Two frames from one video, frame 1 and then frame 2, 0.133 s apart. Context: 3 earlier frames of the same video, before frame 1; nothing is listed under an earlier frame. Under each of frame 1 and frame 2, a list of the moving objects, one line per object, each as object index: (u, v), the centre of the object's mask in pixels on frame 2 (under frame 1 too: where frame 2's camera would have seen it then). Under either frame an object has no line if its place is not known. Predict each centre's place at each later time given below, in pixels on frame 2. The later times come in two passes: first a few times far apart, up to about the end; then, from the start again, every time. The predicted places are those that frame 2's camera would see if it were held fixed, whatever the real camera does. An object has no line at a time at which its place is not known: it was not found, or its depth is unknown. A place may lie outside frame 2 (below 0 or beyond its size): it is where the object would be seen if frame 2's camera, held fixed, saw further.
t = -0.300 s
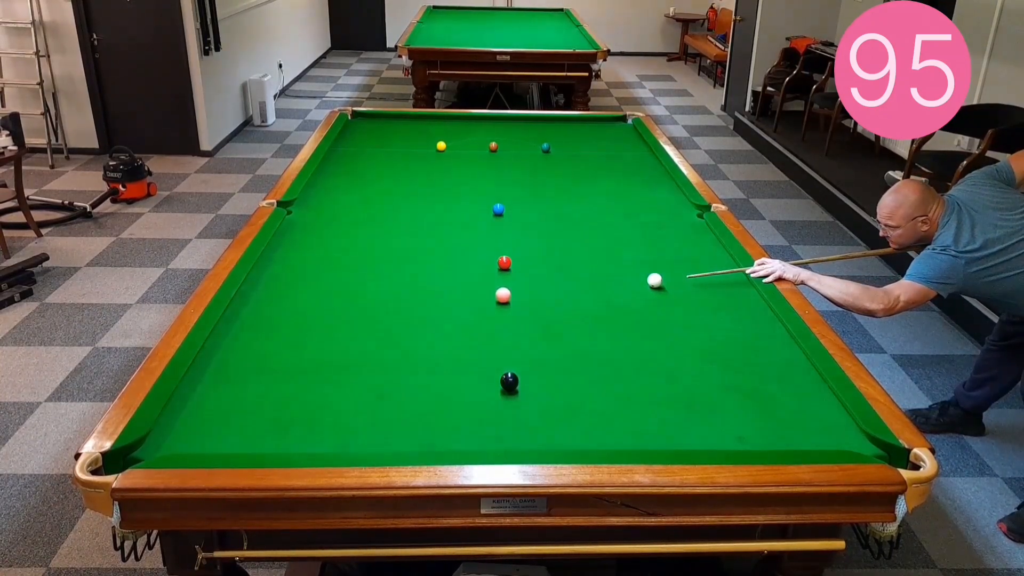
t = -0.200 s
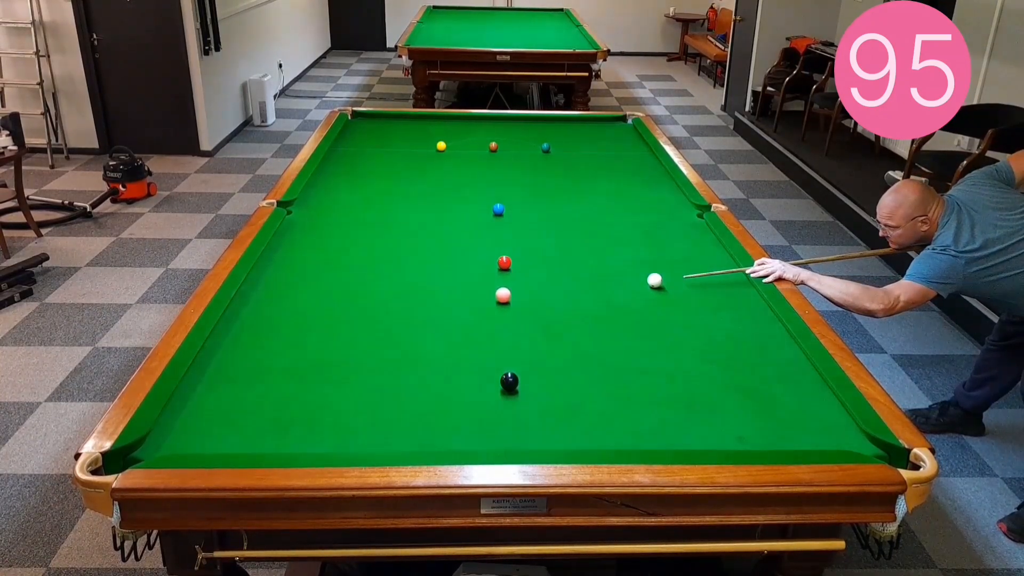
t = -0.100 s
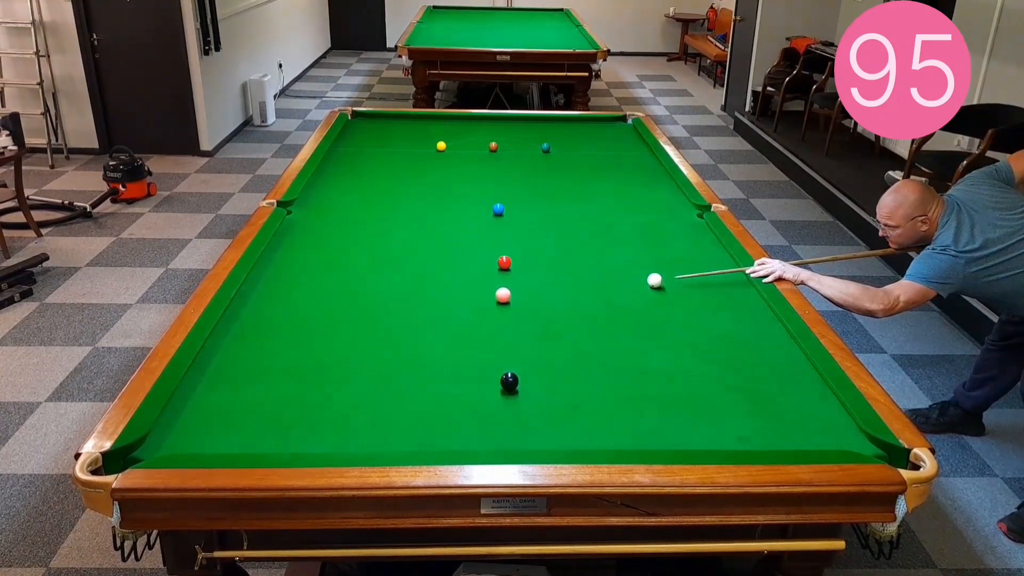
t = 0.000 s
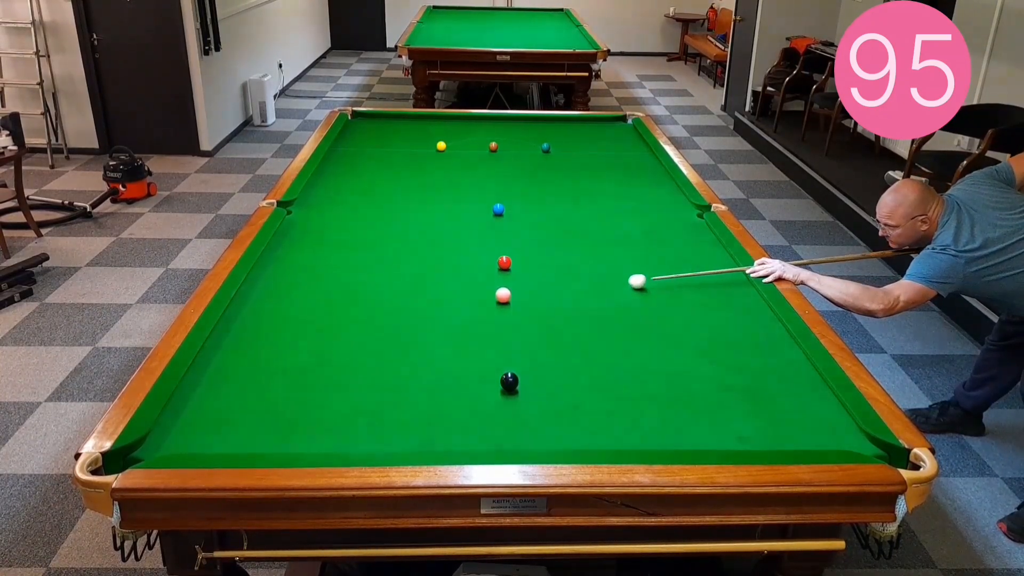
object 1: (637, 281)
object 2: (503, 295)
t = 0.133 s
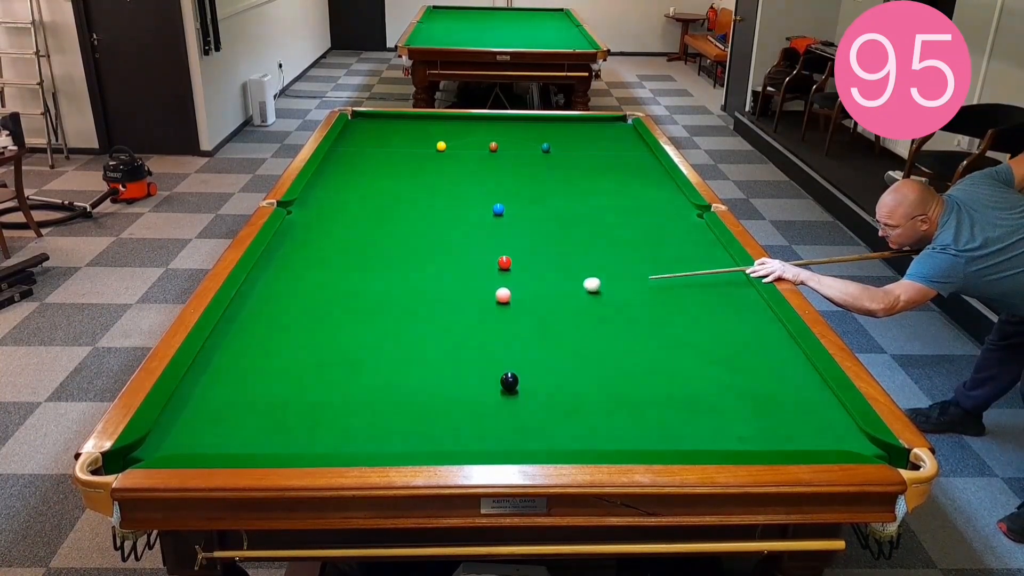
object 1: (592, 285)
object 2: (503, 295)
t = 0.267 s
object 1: (549, 288)
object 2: (503, 295)
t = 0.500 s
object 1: (494, 285)
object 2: (486, 303)
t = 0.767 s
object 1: (448, 275)
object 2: (453, 317)
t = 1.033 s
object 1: (406, 267)
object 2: (420, 331)
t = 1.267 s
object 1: (371, 260)
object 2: (390, 344)
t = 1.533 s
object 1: (335, 253)
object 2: (355, 359)
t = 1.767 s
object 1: (304, 247)
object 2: (324, 373)
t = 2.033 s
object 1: (281, 241)
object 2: (287, 389)
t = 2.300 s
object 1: (303, 237)
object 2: (251, 404)
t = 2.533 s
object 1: (321, 234)
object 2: (220, 418)
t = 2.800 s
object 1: (340, 230)
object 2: (184, 433)
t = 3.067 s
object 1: (356, 228)
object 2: (149, 448)
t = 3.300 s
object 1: (368, 225)
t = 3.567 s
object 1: (380, 224)
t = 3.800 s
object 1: (390, 222)
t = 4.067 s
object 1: (400, 221)
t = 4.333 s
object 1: (408, 220)
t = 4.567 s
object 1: (414, 219)
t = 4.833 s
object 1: (419, 218)
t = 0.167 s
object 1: (581, 285)
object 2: (503, 296)
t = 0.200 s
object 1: (571, 286)
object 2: (503, 295)
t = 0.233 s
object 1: (560, 287)
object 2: (503, 296)
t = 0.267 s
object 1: (549, 288)
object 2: (503, 295)
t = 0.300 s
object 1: (539, 288)
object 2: (503, 296)
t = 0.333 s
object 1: (528, 289)
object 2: (503, 295)
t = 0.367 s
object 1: (517, 289)
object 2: (503, 295)
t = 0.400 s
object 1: (511, 288)
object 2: (499, 297)
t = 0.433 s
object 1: (505, 287)
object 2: (495, 299)
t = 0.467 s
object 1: (499, 286)
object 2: (490, 301)
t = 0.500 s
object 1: (494, 285)
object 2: (486, 303)
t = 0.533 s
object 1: (488, 284)
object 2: (482, 304)
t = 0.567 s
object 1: (482, 282)
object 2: (478, 306)
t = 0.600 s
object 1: (476, 281)
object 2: (474, 308)
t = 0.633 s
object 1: (470, 280)
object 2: (470, 310)
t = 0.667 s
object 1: (465, 279)
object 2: (466, 311)
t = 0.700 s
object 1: (459, 278)
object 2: (461, 313)
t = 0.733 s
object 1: (454, 277)
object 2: (457, 315)
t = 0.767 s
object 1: (448, 275)
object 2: (453, 317)
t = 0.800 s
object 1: (443, 274)
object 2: (449, 318)
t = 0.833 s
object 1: (437, 273)
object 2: (445, 321)
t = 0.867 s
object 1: (432, 272)
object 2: (441, 322)
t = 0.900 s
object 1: (427, 271)
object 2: (437, 324)
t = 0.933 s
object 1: (421, 270)
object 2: (433, 326)
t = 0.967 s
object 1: (416, 269)
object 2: (428, 328)
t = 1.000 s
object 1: (411, 268)
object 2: (424, 329)
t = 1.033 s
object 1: (406, 267)
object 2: (420, 331)
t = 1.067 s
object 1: (401, 266)
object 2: (416, 333)
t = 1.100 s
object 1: (396, 265)
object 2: (412, 335)
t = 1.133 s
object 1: (391, 264)
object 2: (407, 337)
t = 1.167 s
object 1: (386, 263)
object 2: (403, 339)
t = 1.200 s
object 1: (381, 262)
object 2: (399, 340)
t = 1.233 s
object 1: (376, 261)
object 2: (395, 342)
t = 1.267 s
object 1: (371, 260)
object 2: (390, 344)
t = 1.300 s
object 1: (367, 259)
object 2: (386, 346)
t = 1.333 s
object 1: (362, 258)
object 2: (381, 348)
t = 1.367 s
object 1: (357, 257)
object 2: (377, 350)
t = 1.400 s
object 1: (353, 257)
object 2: (373, 352)
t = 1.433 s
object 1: (348, 256)
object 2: (368, 354)
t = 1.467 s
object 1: (343, 255)
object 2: (364, 356)
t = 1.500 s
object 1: (339, 254)
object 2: (360, 358)
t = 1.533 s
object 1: (335, 253)
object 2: (355, 359)
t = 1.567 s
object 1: (330, 252)
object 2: (350, 362)
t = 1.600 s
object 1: (326, 251)
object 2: (346, 363)
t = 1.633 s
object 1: (321, 250)
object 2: (342, 365)
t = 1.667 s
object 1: (317, 250)
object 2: (337, 367)
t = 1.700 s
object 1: (313, 249)
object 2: (333, 369)
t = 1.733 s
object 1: (308, 248)
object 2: (328, 371)
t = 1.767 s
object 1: (304, 247)
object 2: (324, 373)
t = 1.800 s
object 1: (300, 246)
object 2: (319, 375)
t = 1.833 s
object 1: (296, 246)
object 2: (315, 377)
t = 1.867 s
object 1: (292, 245)
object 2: (310, 379)
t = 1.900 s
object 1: (288, 244)
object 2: (305, 381)
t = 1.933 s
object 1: (284, 243)
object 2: (301, 383)
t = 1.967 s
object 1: (280, 242)
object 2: (297, 385)
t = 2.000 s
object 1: (277, 242)
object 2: (292, 386)
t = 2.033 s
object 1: (281, 241)
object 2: (287, 389)
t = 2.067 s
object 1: (284, 240)
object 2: (283, 390)
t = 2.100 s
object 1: (287, 240)
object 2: (278, 393)
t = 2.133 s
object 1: (290, 239)
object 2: (274, 394)
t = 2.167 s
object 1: (292, 239)
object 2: (269, 396)
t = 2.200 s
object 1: (295, 238)
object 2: (265, 398)
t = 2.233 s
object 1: (298, 238)
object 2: (260, 400)
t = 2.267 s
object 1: (301, 237)
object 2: (256, 402)
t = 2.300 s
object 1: (303, 237)
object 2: (251, 404)
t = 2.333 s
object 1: (306, 237)
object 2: (247, 406)
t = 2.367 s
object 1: (308, 236)
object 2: (242, 407)
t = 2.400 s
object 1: (311, 236)
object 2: (238, 410)
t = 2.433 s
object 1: (314, 235)
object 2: (233, 412)
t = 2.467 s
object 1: (316, 235)
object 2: (229, 414)
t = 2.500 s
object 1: (319, 234)
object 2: (224, 416)
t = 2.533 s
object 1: (321, 234)
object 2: (220, 418)
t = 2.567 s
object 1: (324, 233)
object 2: (215, 419)
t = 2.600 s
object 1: (326, 233)
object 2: (211, 422)
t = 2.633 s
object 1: (328, 232)
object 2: (207, 423)
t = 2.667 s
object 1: (331, 232)
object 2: (202, 425)
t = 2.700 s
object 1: (333, 232)
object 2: (198, 427)
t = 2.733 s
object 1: (335, 231)
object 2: (193, 429)
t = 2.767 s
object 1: (337, 231)
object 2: (189, 431)
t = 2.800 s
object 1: (340, 230)
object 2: (184, 433)
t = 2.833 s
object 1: (341, 230)
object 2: (180, 435)
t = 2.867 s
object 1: (344, 230)
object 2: (176, 437)
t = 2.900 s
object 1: (346, 229)
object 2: (171, 439)
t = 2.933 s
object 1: (348, 229)
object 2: (167, 440)
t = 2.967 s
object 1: (350, 229)
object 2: (162, 442)
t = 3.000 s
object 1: (352, 228)
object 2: (158, 444)
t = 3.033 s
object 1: (354, 228)
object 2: (153, 446)
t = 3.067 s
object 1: (356, 228)
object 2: (149, 448)
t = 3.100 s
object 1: (357, 227)
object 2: (145, 450)
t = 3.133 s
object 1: (359, 227)
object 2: (140, 452)
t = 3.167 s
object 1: (361, 227)
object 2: (135, 456)
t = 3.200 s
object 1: (363, 226)
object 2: (130, 461)
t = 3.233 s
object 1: (365, 226)
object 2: (125, 468)
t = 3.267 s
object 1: (366, 226)
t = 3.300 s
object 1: (368, 225)
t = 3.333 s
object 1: (370, 225)
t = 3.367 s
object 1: (371, 225)
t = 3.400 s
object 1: (373, 225)
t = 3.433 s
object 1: (374, 224)
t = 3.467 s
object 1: (376, 224)
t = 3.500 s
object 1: (377, 224)
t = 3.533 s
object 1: (379, 224)
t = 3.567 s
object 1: (380, 224)
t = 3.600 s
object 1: (382, 223)
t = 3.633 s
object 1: (383, 223)
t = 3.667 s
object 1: (385, 223)
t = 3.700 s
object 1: (386, 223)
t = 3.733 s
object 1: (387, 222)
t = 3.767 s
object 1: (389, 222)
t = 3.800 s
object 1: (390, 222)
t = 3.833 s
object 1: (392, 222)
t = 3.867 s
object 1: (393, 222)
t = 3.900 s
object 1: (394, 221)
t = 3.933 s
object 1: (395, 221)
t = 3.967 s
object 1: (396, 221)
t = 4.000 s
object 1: (398, 221)
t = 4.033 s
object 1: (399, 221)
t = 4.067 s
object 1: (400, 221)
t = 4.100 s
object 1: (401, 221)
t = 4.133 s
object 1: (402, 220)
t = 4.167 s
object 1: (403, 220)
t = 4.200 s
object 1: (404, 220)
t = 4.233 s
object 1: (405, 220)
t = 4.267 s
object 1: (406, 220)
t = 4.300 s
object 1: (407, 220)
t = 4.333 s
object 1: (408, 220)
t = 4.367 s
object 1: (409, 220)
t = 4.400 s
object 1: (410, 219)
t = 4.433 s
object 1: (410, 219)
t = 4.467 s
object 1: (412, 219)
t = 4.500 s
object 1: (412, 219)
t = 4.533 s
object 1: (413, 219)
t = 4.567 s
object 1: (414, 219)
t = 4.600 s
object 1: (414, 219)
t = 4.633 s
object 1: (415, 219)
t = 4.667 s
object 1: (416, 218)
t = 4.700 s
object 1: (417, 218)
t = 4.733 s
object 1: (417, 218)
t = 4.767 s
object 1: (418, 218)
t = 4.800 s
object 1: (419, 218)
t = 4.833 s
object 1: (419, 218)
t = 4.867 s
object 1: (419, 218)
